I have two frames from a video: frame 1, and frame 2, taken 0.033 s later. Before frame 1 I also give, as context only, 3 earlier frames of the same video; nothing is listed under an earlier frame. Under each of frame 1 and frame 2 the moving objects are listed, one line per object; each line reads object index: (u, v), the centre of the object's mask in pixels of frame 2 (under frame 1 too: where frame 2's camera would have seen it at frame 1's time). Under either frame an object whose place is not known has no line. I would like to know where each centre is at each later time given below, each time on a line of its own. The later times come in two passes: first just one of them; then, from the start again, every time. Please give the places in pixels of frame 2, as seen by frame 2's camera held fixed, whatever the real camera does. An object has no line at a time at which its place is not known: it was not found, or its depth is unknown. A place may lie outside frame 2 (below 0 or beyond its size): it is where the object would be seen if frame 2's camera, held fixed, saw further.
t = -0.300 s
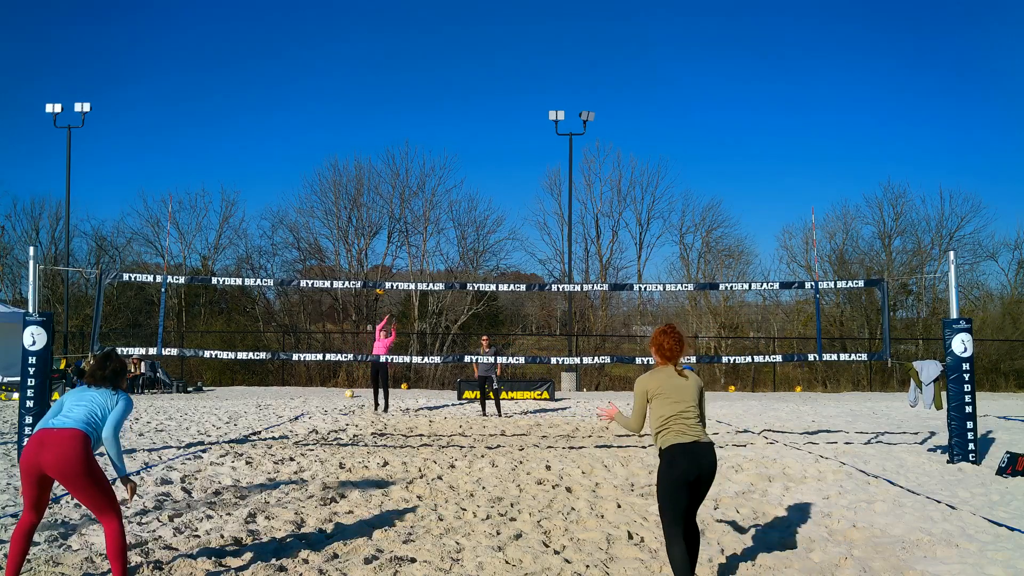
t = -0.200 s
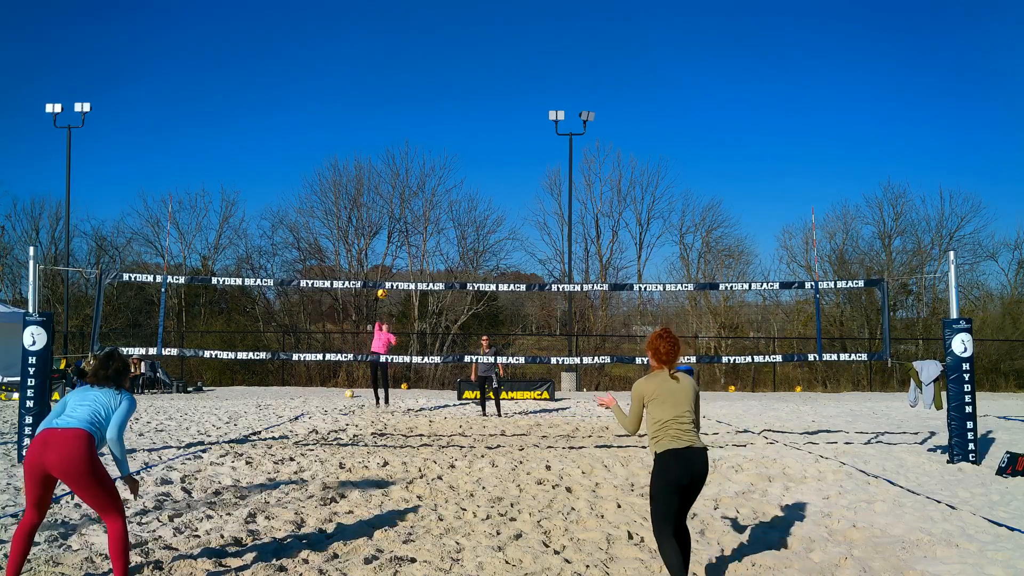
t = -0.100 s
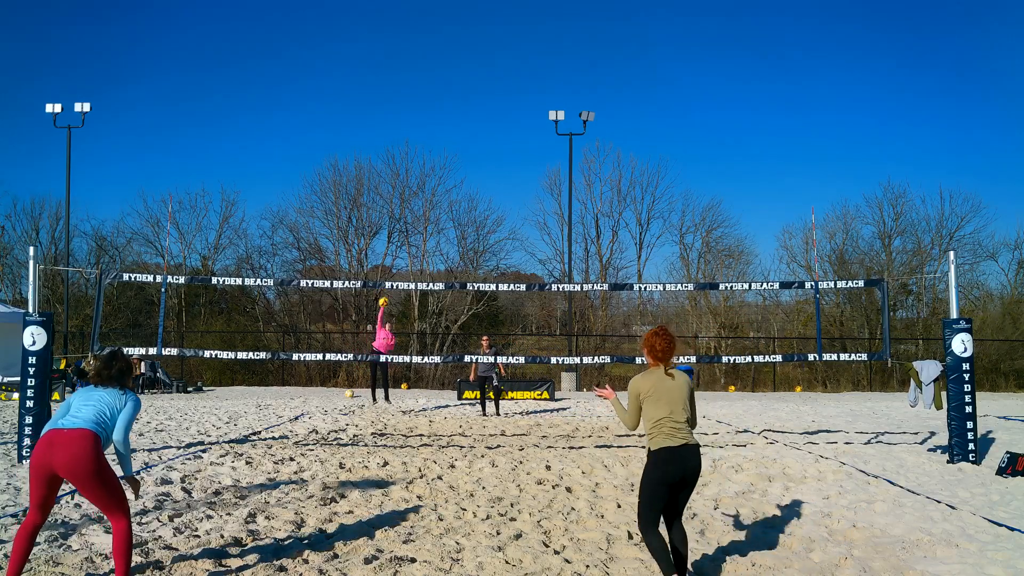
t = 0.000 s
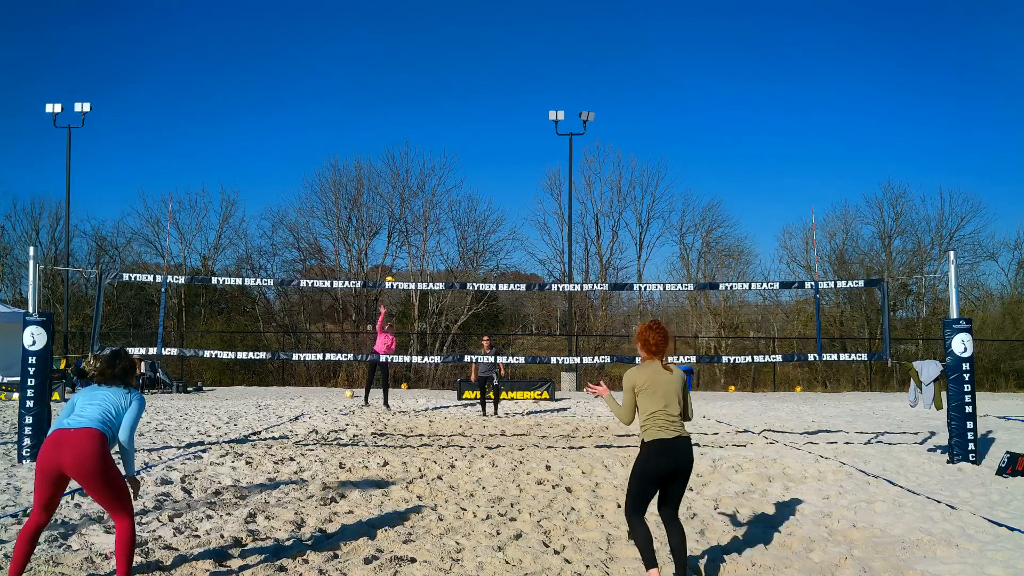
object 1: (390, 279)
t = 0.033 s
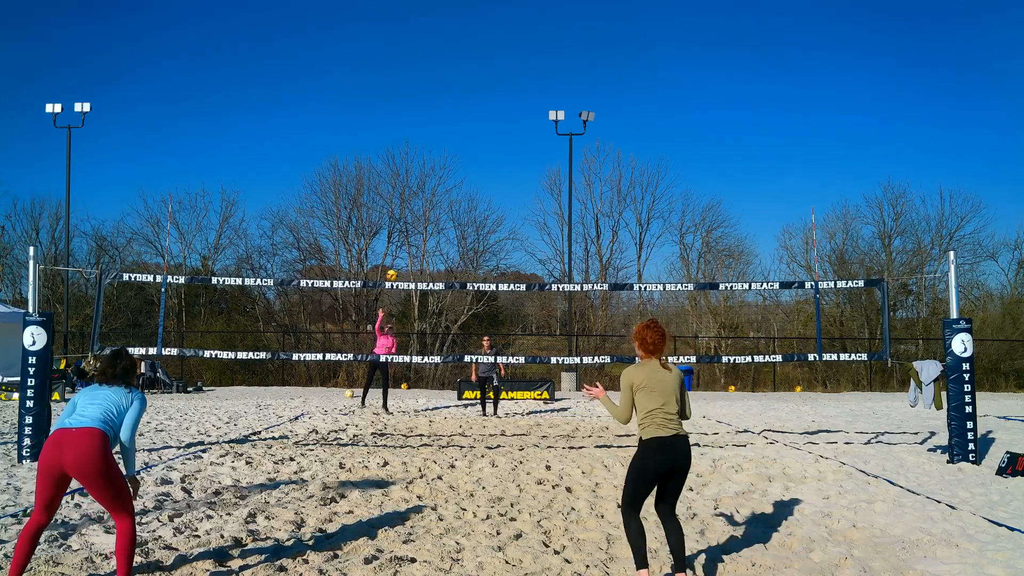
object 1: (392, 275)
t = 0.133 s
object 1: (399, 256)
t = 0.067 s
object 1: (395, 269)
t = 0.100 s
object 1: (397, 263)
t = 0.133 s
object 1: (399, 256)
